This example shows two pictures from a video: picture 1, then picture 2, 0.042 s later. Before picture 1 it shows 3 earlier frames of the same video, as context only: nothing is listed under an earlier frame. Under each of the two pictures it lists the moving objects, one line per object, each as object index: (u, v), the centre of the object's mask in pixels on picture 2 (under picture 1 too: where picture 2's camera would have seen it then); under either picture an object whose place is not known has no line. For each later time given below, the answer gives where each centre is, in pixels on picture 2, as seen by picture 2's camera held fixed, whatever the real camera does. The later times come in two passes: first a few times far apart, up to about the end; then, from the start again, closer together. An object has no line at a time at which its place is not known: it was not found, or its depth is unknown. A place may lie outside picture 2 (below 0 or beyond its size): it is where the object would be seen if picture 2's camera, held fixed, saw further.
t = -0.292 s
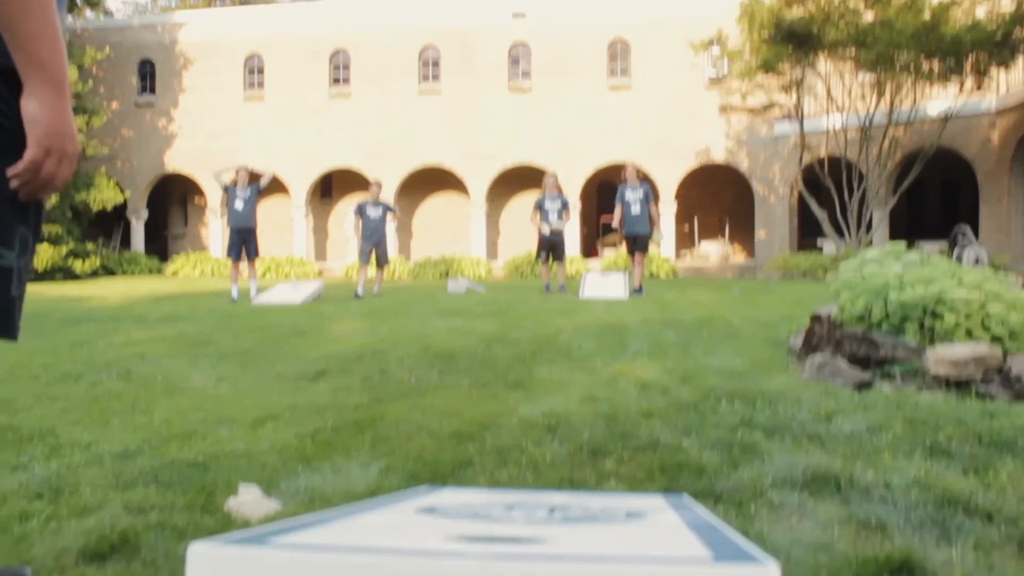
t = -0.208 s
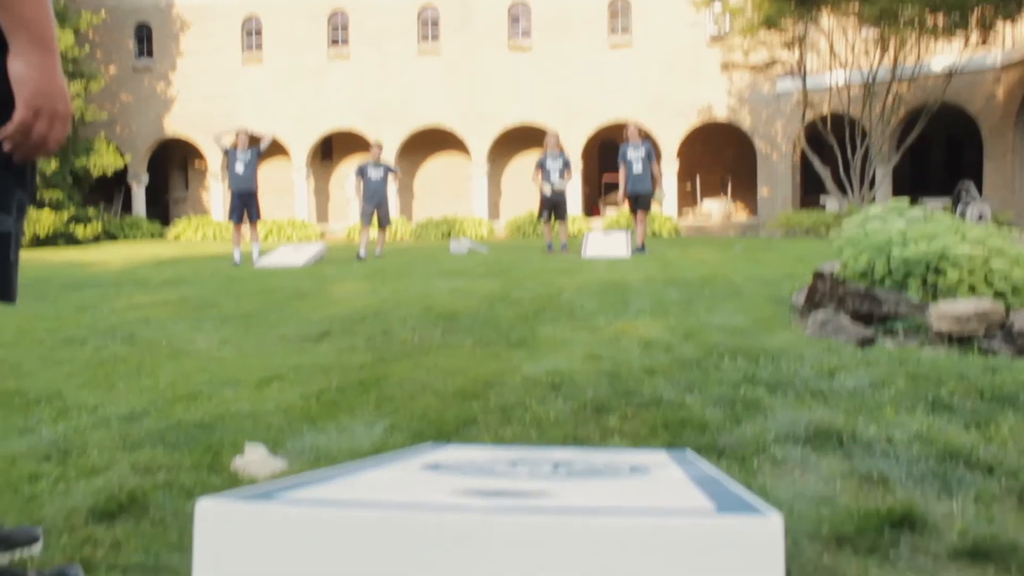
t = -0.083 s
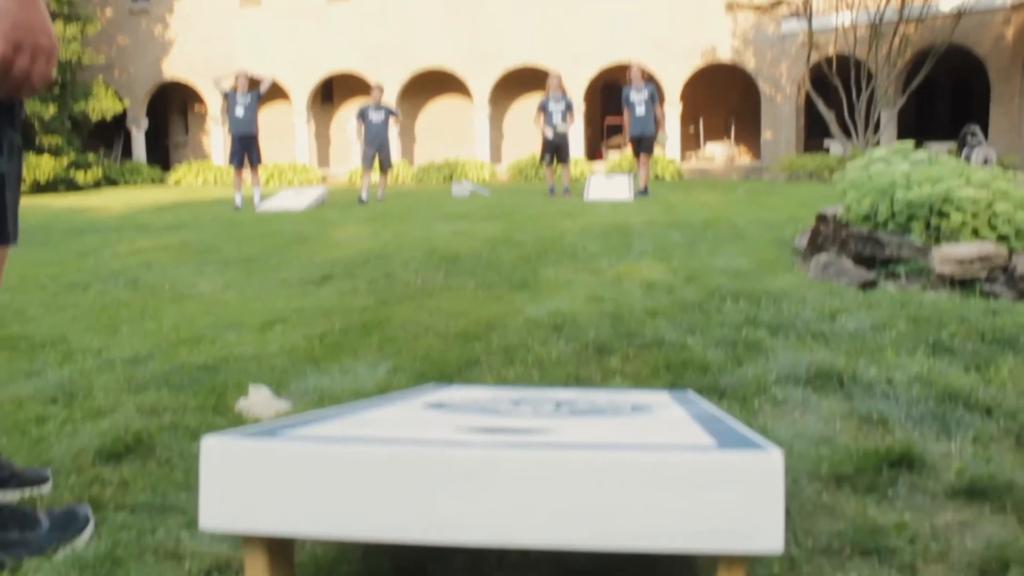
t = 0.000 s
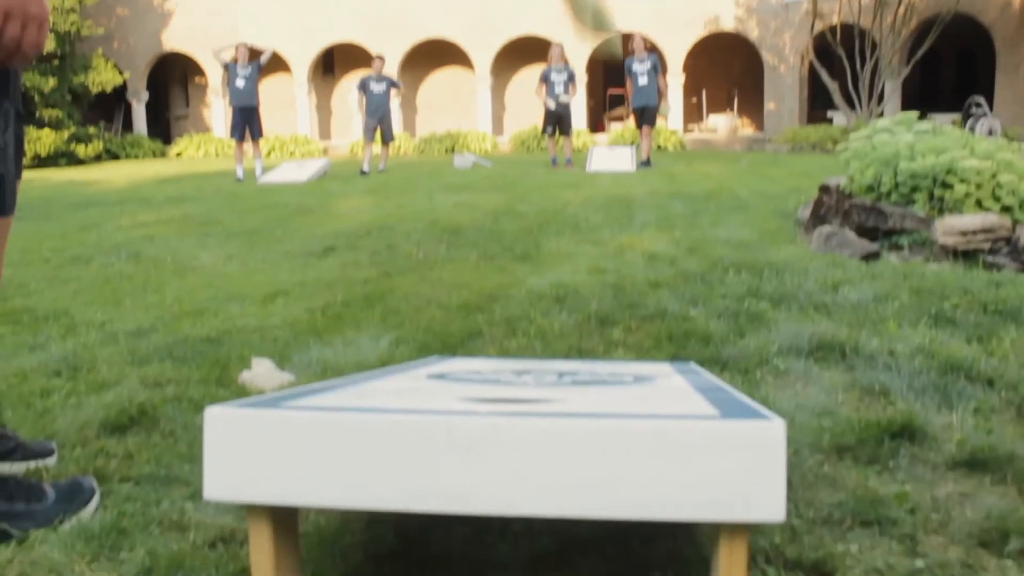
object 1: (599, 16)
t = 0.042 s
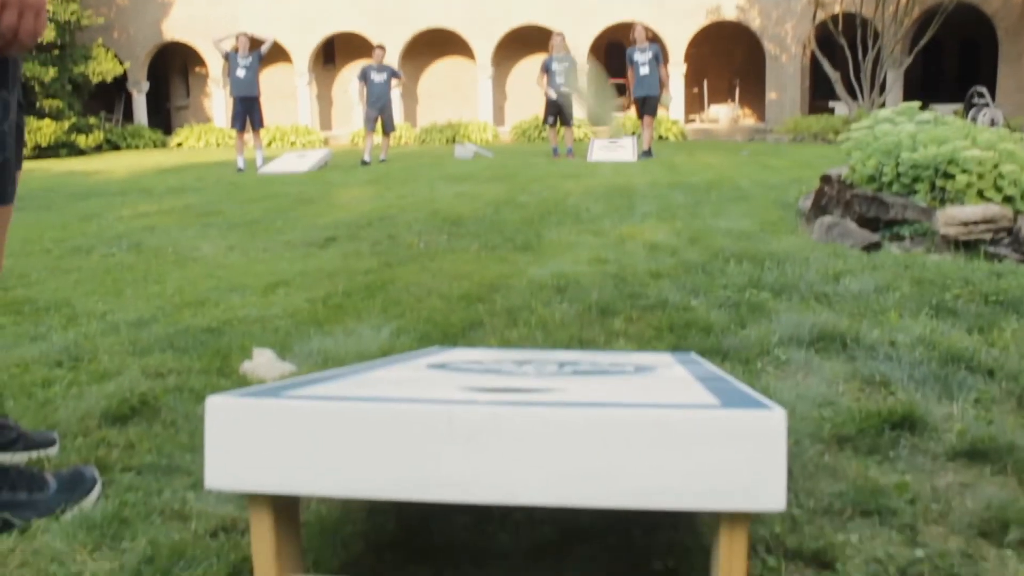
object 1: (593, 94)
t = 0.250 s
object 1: (550, 342)
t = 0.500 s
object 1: (507, 375)
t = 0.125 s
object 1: (578, 354)
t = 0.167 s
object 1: (574, 347)
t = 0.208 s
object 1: (562, 343)
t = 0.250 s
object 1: (550, 342)
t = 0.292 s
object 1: (540, 346)
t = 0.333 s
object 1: (528, 351)
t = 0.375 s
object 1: (517, 358)
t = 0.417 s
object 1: (505, 364)
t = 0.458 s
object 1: (502, 369)
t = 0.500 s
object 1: (507, 375)
